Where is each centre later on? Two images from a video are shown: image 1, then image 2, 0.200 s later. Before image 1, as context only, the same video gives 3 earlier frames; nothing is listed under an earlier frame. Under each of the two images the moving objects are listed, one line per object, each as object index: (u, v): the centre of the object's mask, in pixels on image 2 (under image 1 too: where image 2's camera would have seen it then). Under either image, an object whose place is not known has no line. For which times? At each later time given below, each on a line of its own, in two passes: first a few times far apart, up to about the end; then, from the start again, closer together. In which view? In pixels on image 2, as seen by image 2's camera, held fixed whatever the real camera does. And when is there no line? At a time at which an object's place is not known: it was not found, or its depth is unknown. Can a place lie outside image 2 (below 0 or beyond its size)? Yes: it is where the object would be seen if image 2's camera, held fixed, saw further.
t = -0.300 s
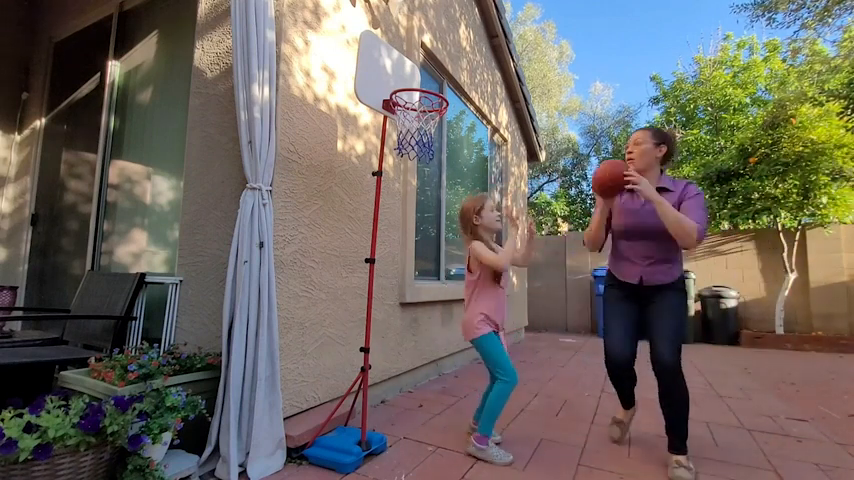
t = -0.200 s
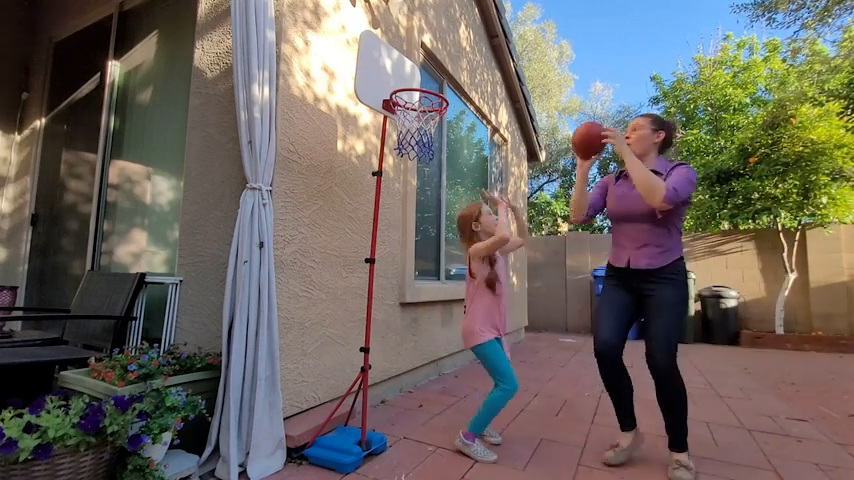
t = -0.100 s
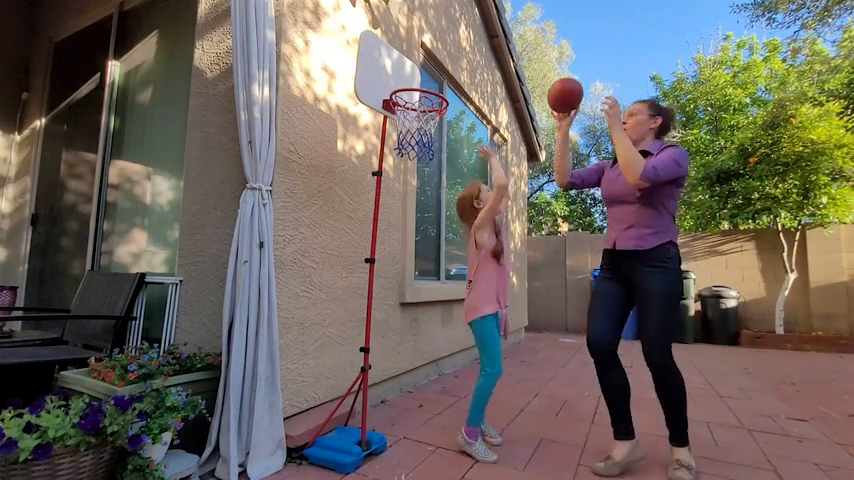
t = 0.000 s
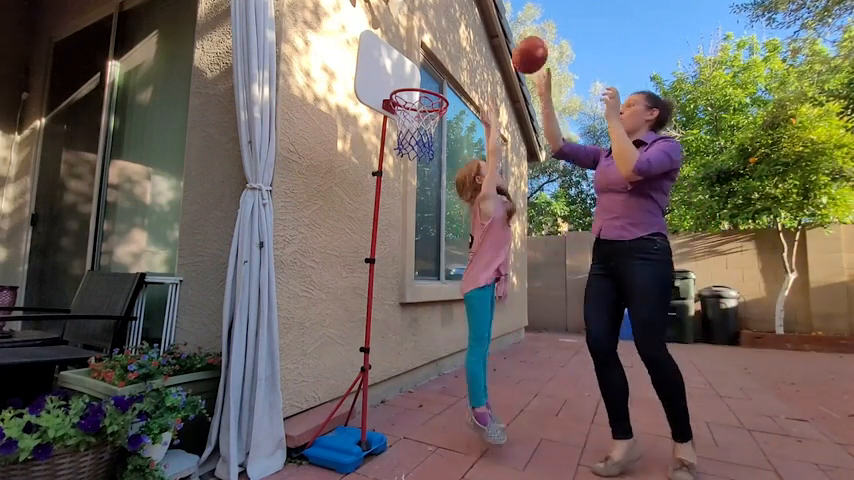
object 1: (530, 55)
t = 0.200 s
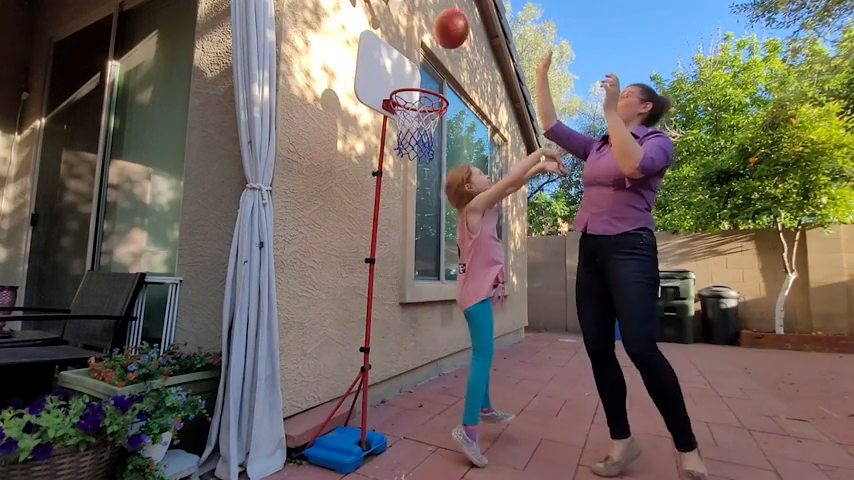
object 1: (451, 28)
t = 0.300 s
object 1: (411, 44)
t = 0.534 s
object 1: (429, 86)
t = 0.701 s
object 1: (442, 238)
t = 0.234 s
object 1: (438, 31)
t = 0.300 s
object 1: (411, 44)
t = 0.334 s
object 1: (413, 42)
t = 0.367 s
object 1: (416, 42)
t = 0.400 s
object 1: (418, 45)
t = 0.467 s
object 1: (424, 59)
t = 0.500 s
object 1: (427, 71)
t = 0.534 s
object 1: (429, 86)
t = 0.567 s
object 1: (432, 105)
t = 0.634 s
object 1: (437, 160)
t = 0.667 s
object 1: (440, 196)
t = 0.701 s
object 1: (442, 238)
